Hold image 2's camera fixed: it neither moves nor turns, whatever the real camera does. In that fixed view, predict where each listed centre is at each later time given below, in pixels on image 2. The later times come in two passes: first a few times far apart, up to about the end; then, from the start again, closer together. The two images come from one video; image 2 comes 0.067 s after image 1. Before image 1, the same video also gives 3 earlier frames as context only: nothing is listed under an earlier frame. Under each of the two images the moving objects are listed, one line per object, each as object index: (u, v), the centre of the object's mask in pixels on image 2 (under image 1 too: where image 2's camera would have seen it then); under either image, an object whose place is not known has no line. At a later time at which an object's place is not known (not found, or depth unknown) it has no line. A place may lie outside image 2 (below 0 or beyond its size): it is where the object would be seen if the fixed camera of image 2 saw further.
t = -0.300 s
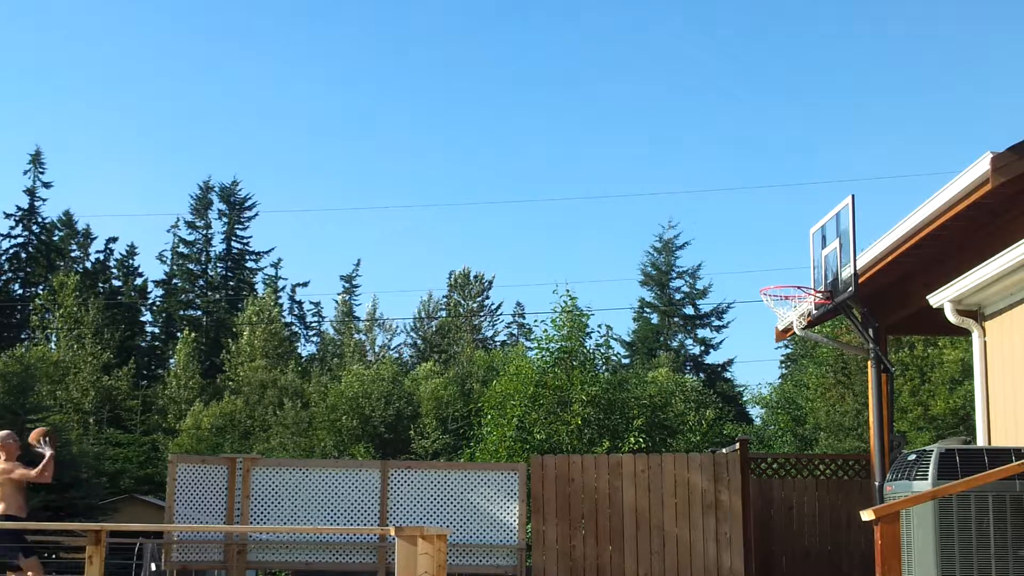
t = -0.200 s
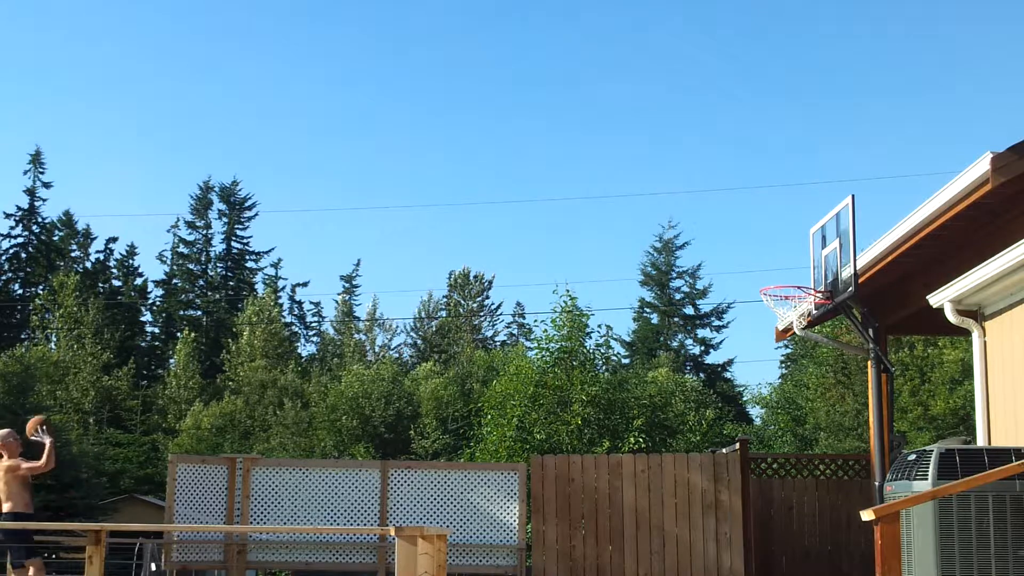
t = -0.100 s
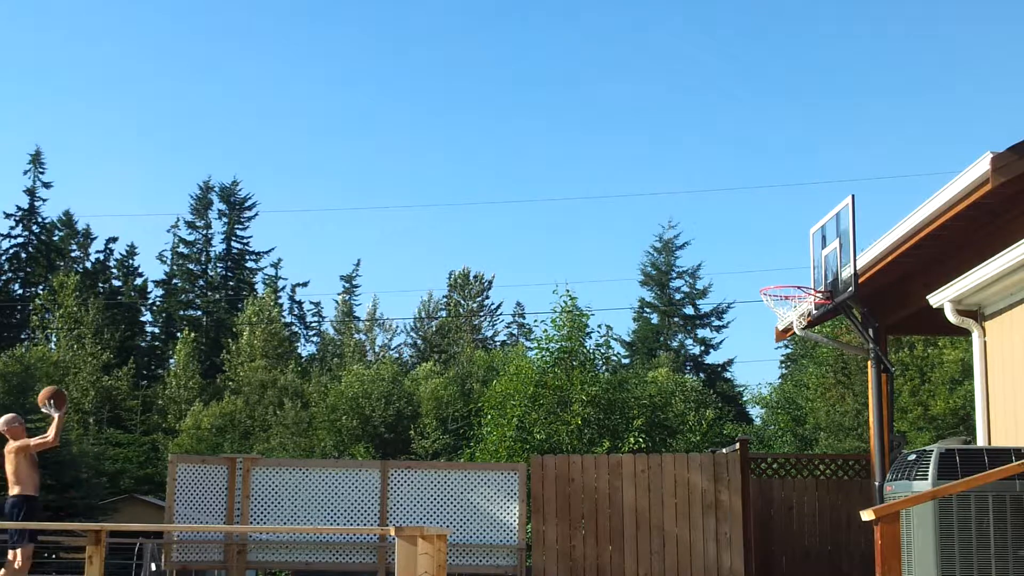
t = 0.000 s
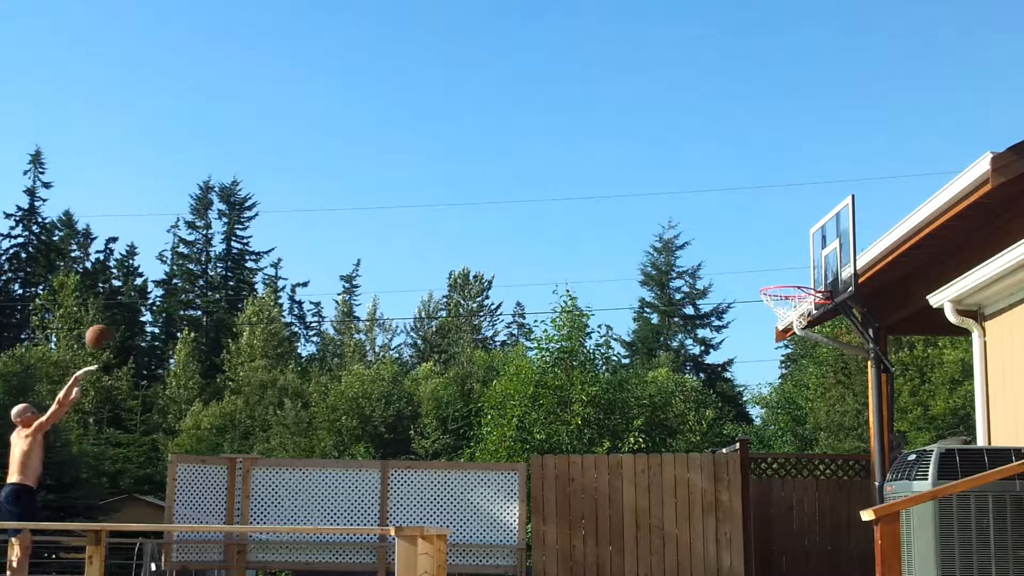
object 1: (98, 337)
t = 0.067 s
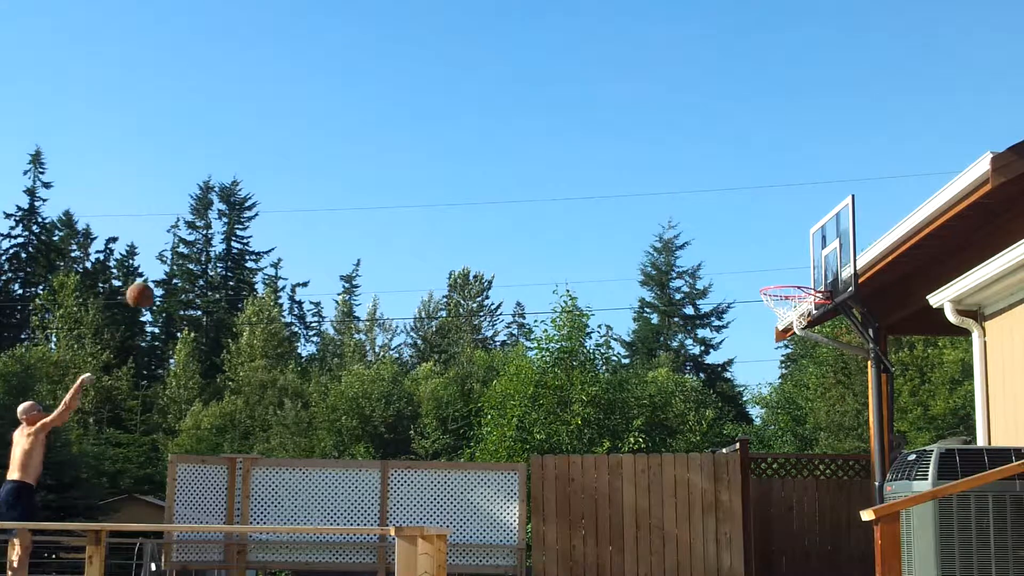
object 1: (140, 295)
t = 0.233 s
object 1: (239, 211)
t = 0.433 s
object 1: (356, 150)
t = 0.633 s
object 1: (468, 129)
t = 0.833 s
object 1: (580, 150)
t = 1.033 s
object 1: (693, 213)
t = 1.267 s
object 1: (808, 312)
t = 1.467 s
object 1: (793, 343)
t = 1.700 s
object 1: (771, 439)
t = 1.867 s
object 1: (757, 552)
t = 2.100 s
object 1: (725, 558)
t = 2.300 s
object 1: (694, 473)
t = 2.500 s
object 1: (664, 435)
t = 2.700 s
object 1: (635, 441)
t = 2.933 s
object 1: (596, 509)
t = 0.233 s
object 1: (239, 211)
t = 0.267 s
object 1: (260, 199)
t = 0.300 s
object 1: (279, 186)
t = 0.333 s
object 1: (298, 175)
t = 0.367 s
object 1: (318, 166)
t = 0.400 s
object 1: (337, 157)
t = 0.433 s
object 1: (356, 150)
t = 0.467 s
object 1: (374, 144)
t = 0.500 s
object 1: (393, 139)
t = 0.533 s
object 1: (412, 134)
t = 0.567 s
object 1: (431, 131)
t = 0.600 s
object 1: (450, 130)
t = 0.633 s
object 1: (468, 129)
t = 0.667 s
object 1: (487, 130)
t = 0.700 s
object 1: (506, 131)
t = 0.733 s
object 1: (524, 134)
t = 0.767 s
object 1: (543, 138)
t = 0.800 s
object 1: (562, 143)
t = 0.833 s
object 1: (580, 150)
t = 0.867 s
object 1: (599, 157)
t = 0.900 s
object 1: (618, 166)
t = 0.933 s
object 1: (637, 176)
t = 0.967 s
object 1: (656, 188)
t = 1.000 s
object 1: (674, 200)
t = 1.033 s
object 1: (693, 213)
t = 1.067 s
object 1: (712, 229)
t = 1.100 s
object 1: (731, 245)
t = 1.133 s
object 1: (750, 263)
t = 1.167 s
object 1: (768, 279)
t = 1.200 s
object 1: (787, 292)
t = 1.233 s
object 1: (804, 304)
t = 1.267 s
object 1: (808, 312)
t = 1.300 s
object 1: (805, 319)
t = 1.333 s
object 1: (806, 320)
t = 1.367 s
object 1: (802, 326)
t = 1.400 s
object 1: (799, 330)
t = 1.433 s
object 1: (795, 334)
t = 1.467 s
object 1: (793, 343)
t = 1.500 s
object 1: (790, 353)
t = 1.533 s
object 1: (787, 364)
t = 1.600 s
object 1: (781, 389)
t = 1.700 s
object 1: (771, 439)
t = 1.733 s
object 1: (768, 459)
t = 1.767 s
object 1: (766, 481)
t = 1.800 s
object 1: (762, 502)
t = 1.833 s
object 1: (759, 526)
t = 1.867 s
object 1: (757, 552)
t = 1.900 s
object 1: (753, 570)
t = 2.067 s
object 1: (731, 570)
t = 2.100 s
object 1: (725, 558)
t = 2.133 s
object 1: (720, 541)
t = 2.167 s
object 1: (715, 524)
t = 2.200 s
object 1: (708, 509)
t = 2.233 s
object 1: (704, 496)
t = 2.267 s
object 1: (699, 483)
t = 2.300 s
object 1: (694, 473)
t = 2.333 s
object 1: (689, 464)
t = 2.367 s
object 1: (684, 455)
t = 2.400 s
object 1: (680, 448)
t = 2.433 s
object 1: (675, 442)
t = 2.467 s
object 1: (671, 439)
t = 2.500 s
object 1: (664, 435)
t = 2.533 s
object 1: (660, 433)
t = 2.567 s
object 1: (655, 432)
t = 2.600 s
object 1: (650, 433)
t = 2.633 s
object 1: (645, 435)
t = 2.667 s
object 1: (639, 437)
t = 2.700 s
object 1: (635, 441)
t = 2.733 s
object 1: (630, 446)
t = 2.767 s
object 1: (624, 454)
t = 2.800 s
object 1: (619, 463)
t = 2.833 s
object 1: (614, 472)
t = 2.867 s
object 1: (608, 482)
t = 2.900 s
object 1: (601, 495)
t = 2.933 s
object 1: (596, 509)
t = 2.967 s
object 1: (591, 524)
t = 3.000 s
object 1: (586, 540)
